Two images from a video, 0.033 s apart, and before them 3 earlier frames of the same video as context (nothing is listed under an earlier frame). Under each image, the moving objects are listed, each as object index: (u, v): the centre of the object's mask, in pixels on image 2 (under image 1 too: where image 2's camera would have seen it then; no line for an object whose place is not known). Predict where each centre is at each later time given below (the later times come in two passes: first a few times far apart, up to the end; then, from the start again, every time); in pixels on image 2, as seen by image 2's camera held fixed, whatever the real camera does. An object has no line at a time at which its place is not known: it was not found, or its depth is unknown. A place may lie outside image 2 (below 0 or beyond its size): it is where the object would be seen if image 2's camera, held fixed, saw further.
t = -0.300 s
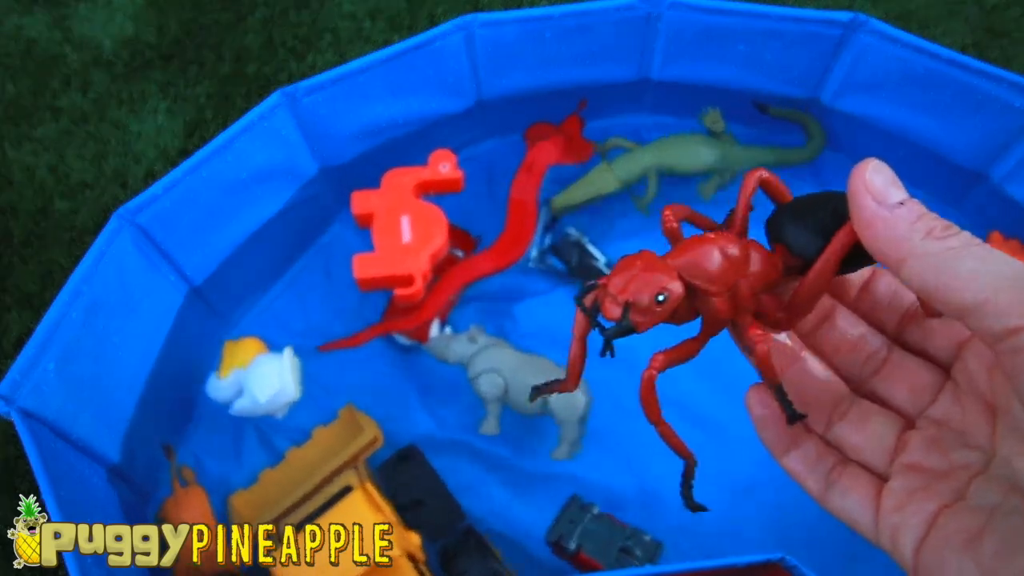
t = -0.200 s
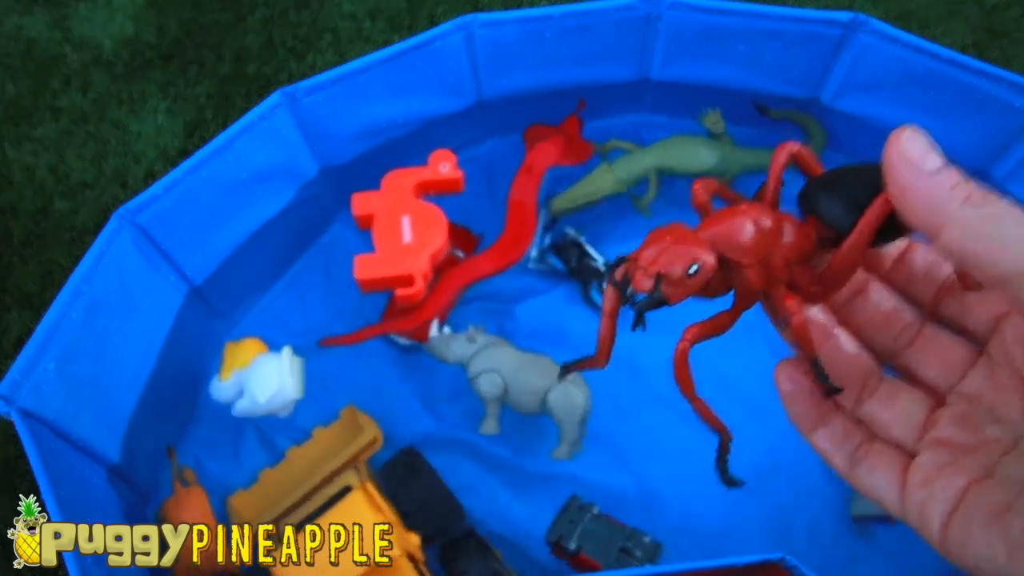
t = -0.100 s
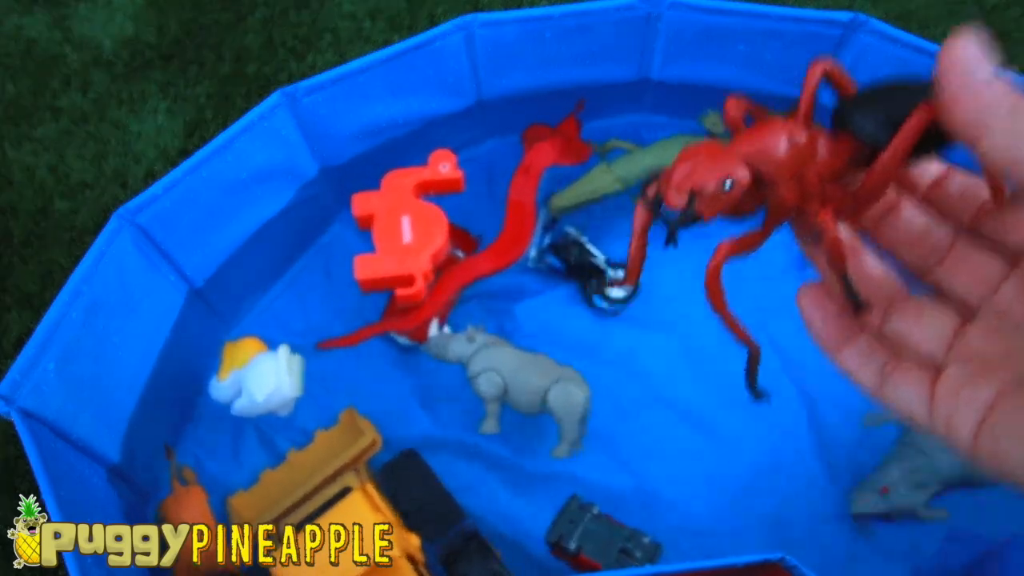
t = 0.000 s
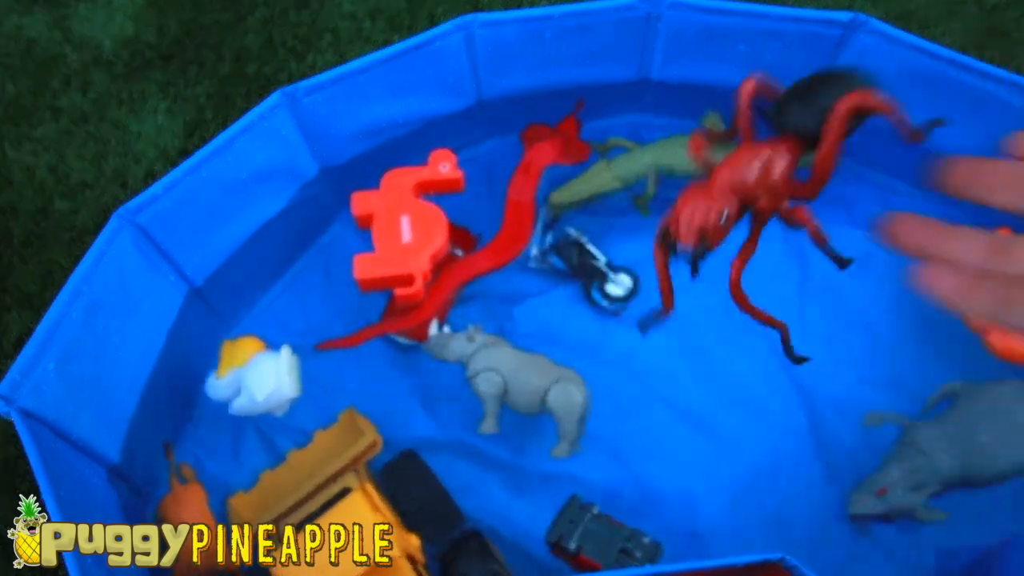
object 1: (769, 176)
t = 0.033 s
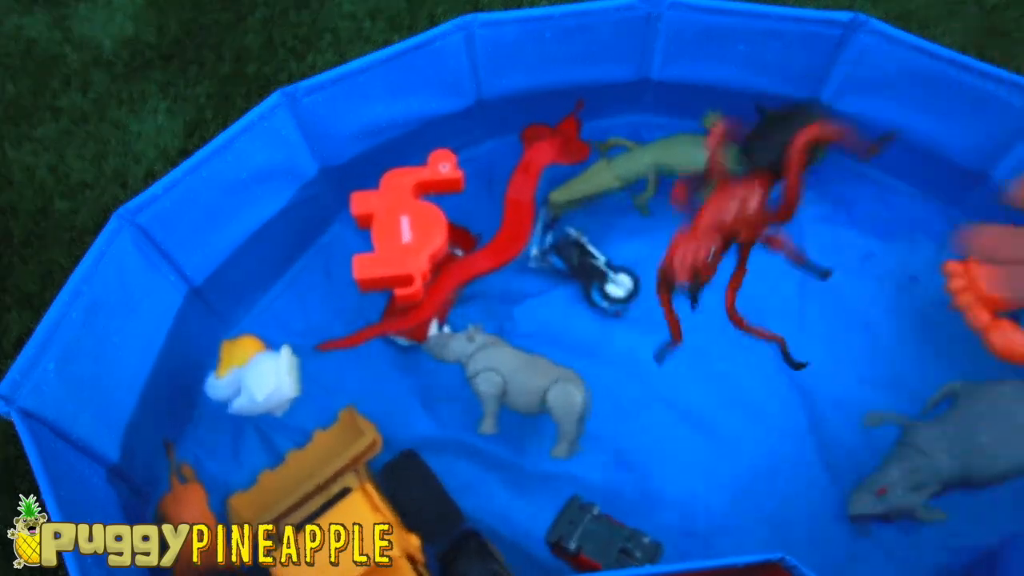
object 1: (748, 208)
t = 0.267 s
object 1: (656, 382)
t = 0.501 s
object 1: (670, 364)
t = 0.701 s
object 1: (672, 363)
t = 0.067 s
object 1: (725, 248)
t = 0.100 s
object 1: (704, 288)
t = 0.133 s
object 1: (684, 325)
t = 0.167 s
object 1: (667, 361)
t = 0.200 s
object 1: (663, 375)
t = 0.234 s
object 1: (653, 375)
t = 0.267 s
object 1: (656, 382)
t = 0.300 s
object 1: (657, 375)
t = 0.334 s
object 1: (661, 373)
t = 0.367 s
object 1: (669, 400)
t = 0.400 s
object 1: (674, 396)
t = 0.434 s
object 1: (671, 367)
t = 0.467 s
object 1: (668, 361)
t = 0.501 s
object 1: (670, 364)
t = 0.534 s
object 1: (667, 363)
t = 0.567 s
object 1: (668, 366)
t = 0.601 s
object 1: (670, 365)
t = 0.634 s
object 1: (670, 367)
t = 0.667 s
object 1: (671, 363)
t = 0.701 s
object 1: (672, 363)
